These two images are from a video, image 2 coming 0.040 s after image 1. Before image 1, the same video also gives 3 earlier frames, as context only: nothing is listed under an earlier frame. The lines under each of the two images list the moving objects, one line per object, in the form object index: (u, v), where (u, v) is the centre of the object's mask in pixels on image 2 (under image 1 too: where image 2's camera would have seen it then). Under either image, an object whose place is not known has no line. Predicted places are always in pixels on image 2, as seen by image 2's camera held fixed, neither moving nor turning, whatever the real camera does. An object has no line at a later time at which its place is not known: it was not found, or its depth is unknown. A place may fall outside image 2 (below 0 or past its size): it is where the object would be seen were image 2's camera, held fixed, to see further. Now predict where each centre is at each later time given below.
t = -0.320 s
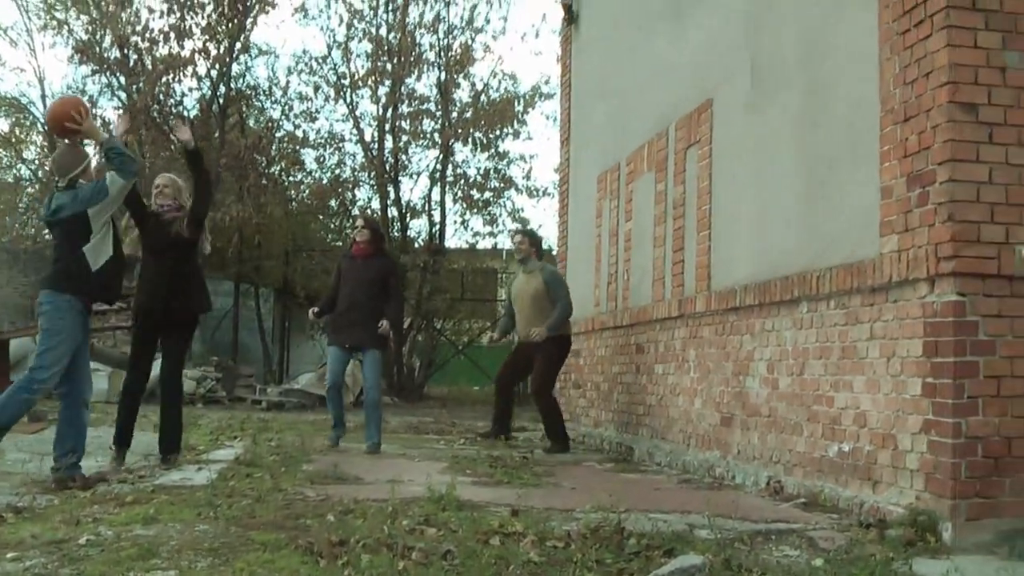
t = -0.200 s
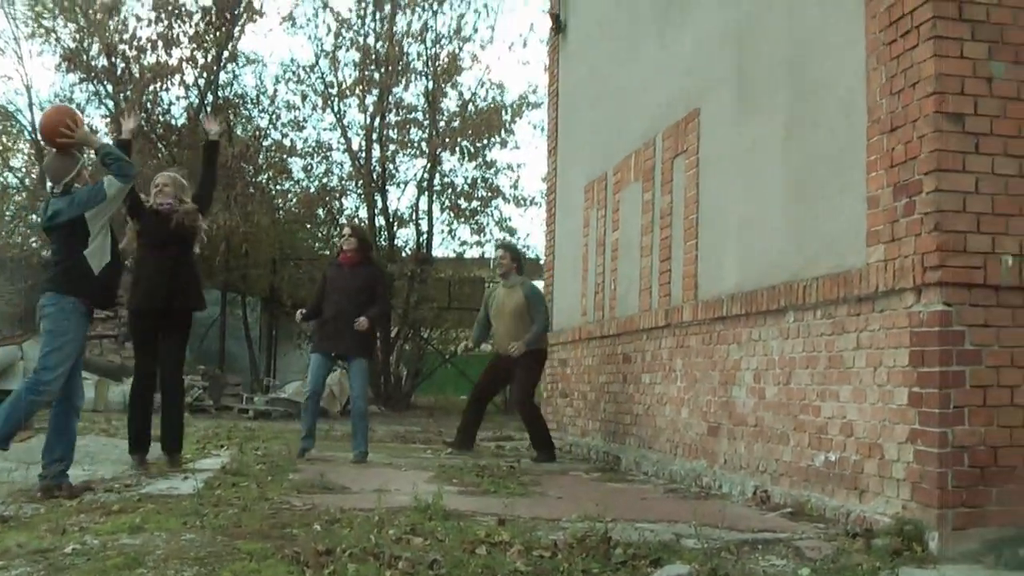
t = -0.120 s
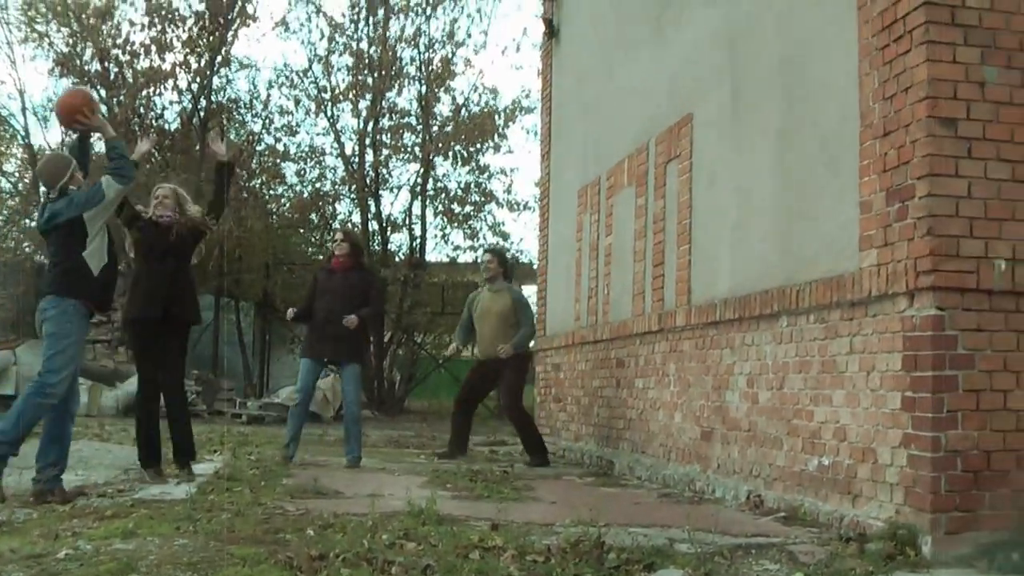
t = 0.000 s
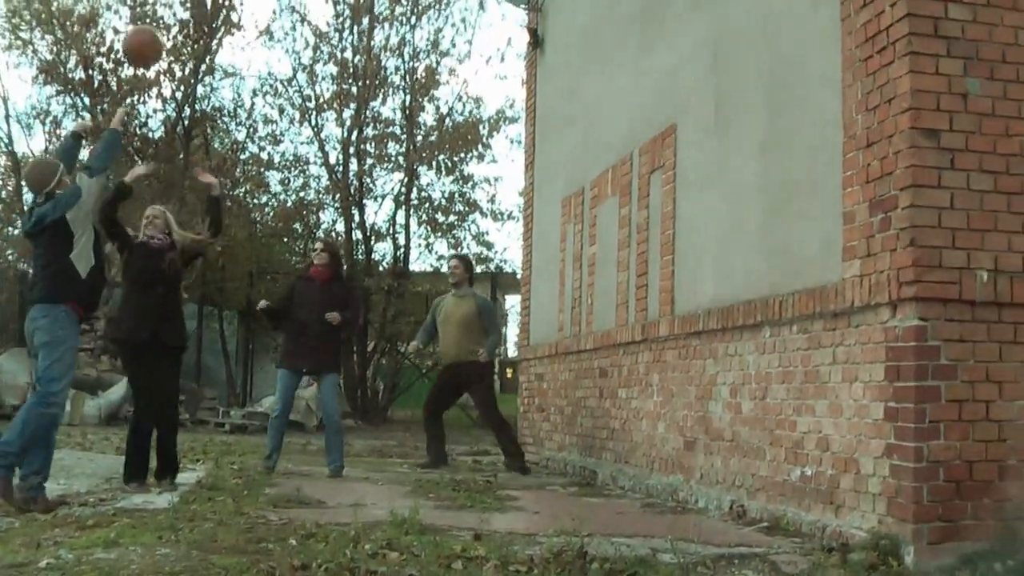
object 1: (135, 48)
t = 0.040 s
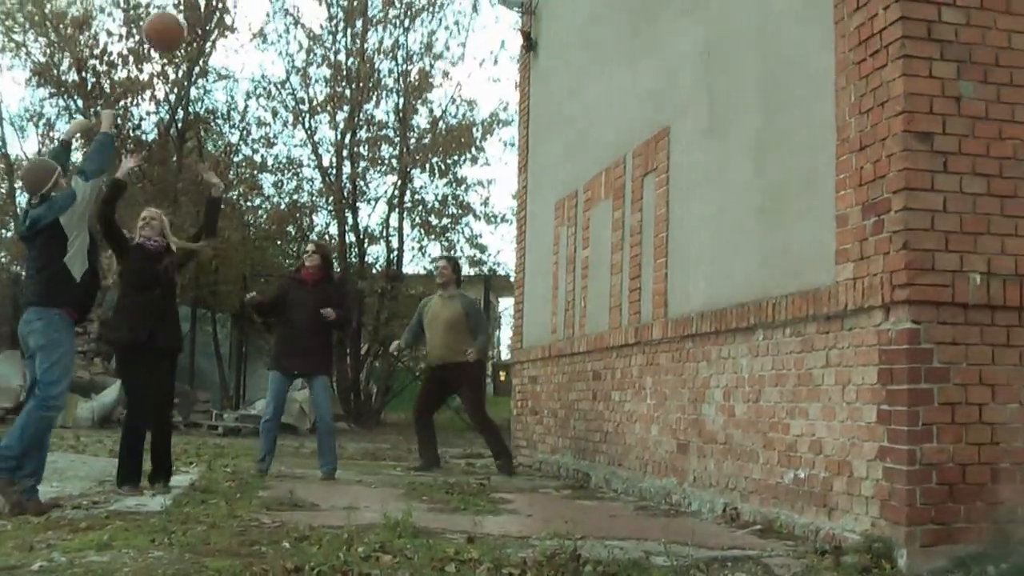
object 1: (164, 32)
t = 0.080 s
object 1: (191, 18)
